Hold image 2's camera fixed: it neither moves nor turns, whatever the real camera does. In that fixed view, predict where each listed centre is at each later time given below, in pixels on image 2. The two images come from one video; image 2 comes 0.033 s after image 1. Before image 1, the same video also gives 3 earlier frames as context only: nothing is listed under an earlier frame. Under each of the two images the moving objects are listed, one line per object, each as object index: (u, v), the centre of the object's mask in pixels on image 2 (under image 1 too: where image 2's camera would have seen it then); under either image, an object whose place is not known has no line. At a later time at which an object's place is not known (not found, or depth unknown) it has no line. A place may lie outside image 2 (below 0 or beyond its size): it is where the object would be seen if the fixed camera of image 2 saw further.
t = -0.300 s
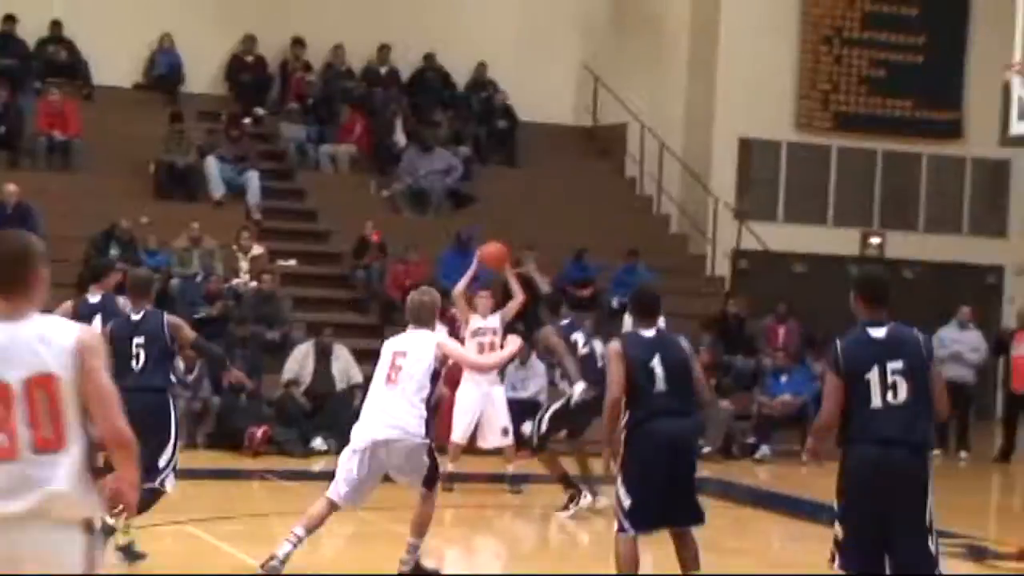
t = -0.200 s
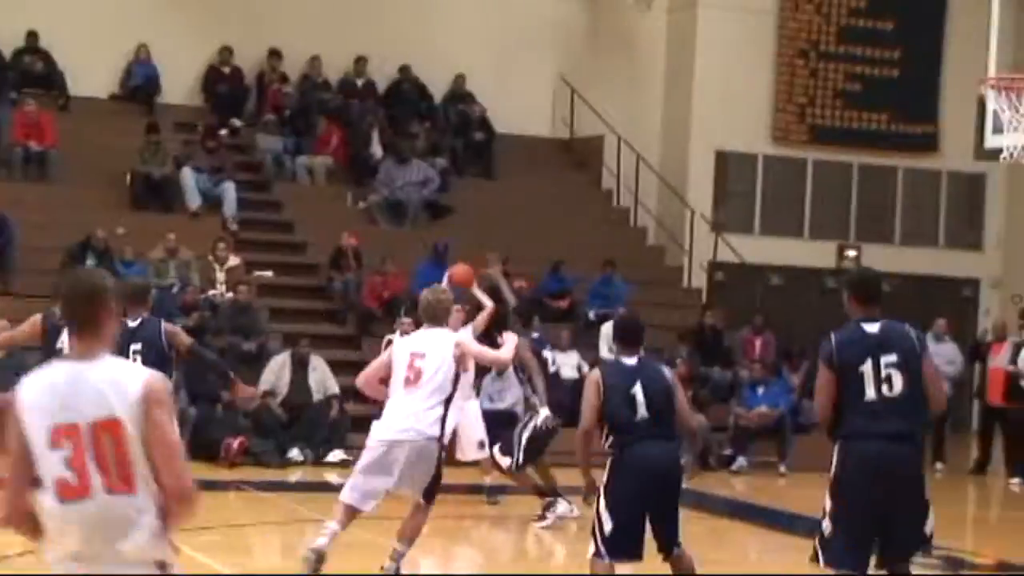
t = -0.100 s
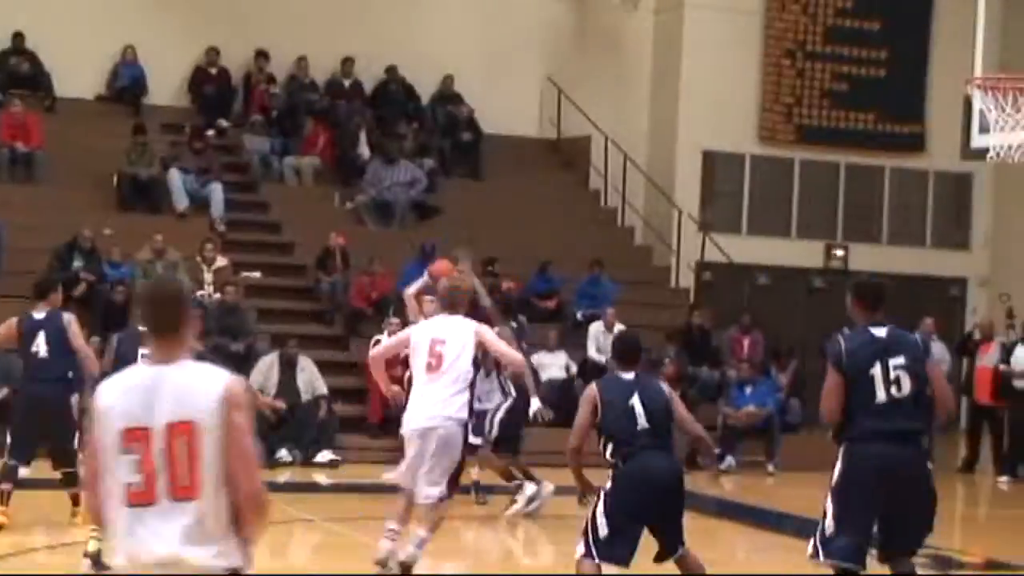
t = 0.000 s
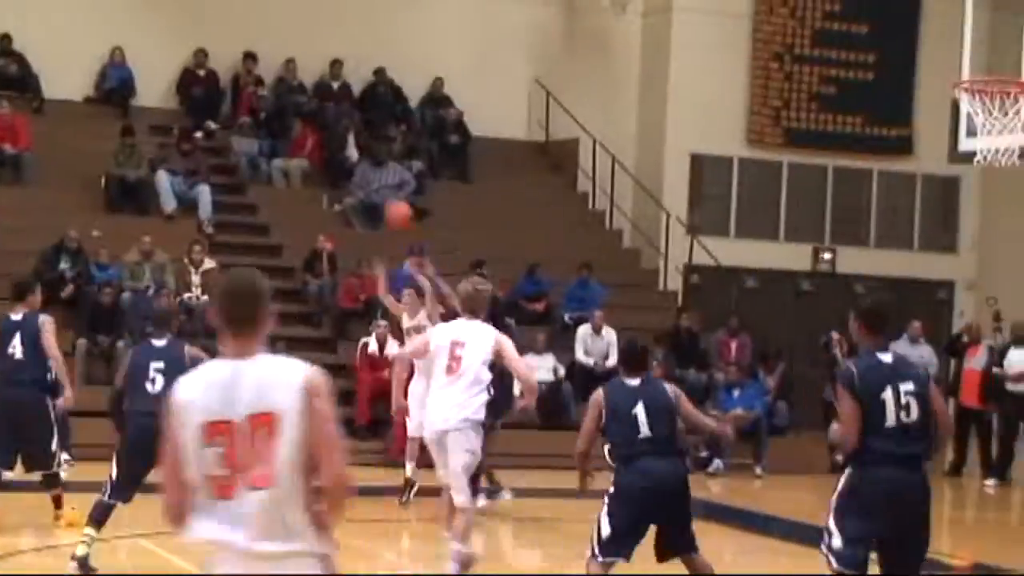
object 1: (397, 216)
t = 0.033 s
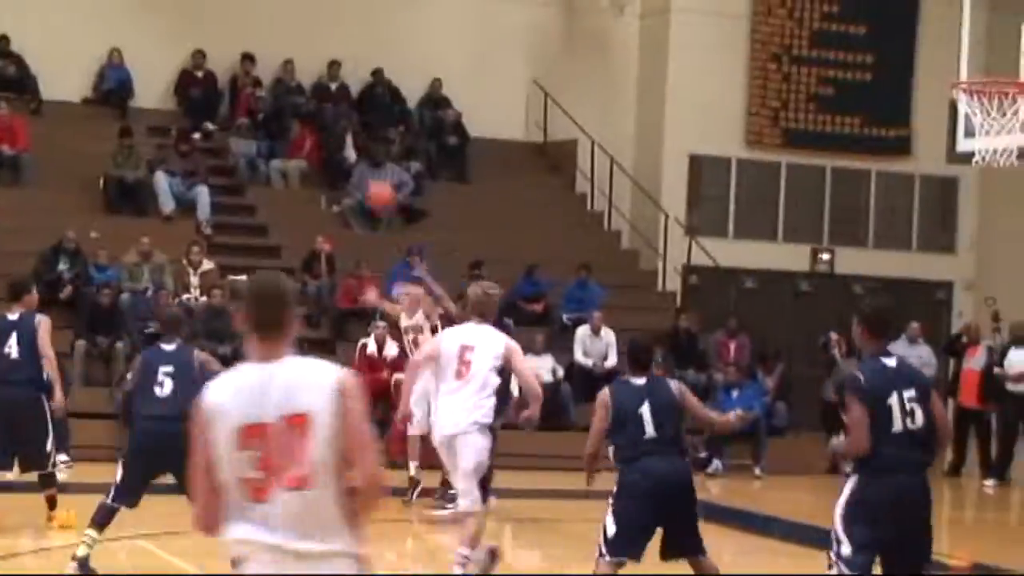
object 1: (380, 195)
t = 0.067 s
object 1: (361, 175)
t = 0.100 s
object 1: (343, 159)
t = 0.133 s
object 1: (323, 142)
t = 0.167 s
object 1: (302, 125)
